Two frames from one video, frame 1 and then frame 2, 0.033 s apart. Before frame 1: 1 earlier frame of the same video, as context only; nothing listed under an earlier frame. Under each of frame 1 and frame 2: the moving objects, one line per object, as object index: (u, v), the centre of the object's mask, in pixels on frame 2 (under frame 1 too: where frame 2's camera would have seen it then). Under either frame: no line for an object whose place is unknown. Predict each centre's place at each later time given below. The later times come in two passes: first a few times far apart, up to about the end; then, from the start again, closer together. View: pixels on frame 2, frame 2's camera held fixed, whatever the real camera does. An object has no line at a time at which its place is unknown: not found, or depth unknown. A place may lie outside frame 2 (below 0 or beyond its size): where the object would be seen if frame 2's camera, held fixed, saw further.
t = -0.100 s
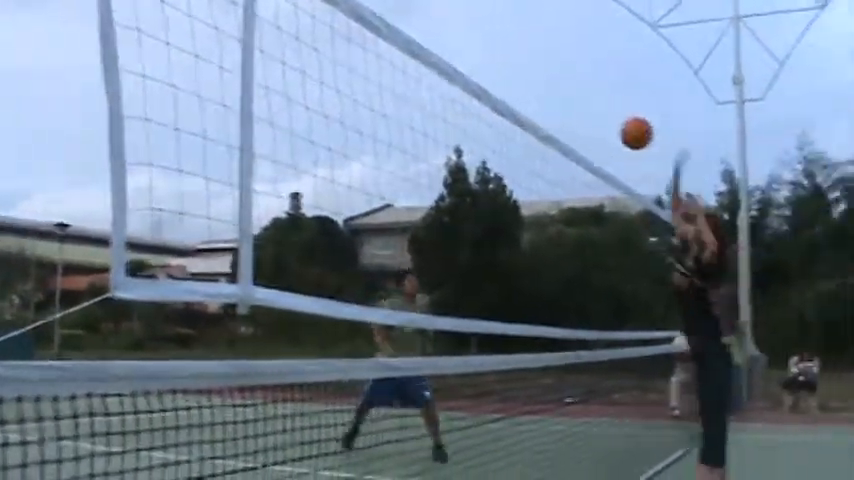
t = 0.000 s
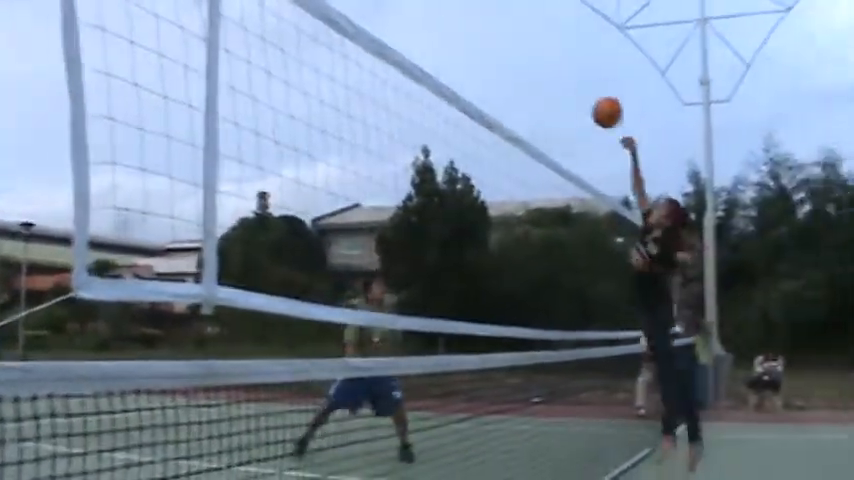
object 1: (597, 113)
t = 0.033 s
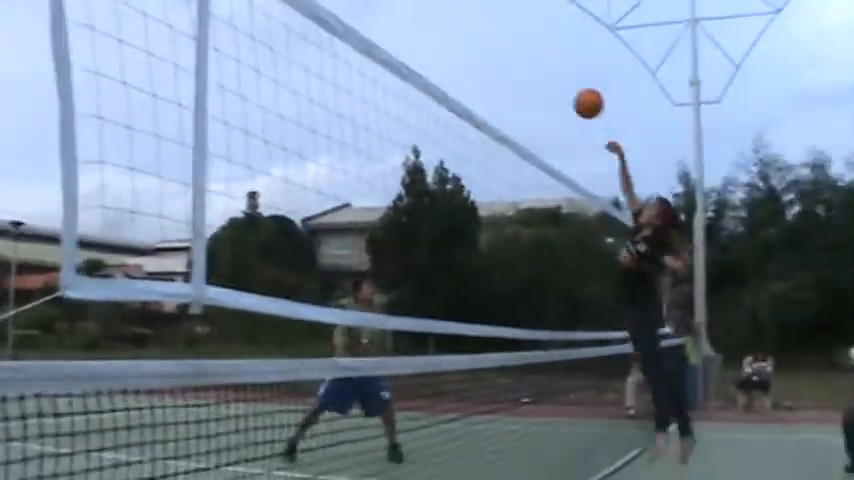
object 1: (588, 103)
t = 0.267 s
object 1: (533, 87)
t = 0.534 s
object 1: (486, 148)
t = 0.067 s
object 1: (580, 96)
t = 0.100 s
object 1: (572, 91)
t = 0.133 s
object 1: (564, 88)
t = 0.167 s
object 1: (555, 85)
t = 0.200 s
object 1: (548, 84)
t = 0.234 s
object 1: (540, 84)
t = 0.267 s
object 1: (533, 87)
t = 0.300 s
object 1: (527, 90)
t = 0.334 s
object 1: (521, 95)
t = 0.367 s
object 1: (516, 102)
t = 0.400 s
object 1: (509, 109)
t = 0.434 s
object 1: (502, 117)
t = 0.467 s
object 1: (499, 123)
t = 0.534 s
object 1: (486, 148)
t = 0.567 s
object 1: (481, 160)
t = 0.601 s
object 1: (476, 174)
